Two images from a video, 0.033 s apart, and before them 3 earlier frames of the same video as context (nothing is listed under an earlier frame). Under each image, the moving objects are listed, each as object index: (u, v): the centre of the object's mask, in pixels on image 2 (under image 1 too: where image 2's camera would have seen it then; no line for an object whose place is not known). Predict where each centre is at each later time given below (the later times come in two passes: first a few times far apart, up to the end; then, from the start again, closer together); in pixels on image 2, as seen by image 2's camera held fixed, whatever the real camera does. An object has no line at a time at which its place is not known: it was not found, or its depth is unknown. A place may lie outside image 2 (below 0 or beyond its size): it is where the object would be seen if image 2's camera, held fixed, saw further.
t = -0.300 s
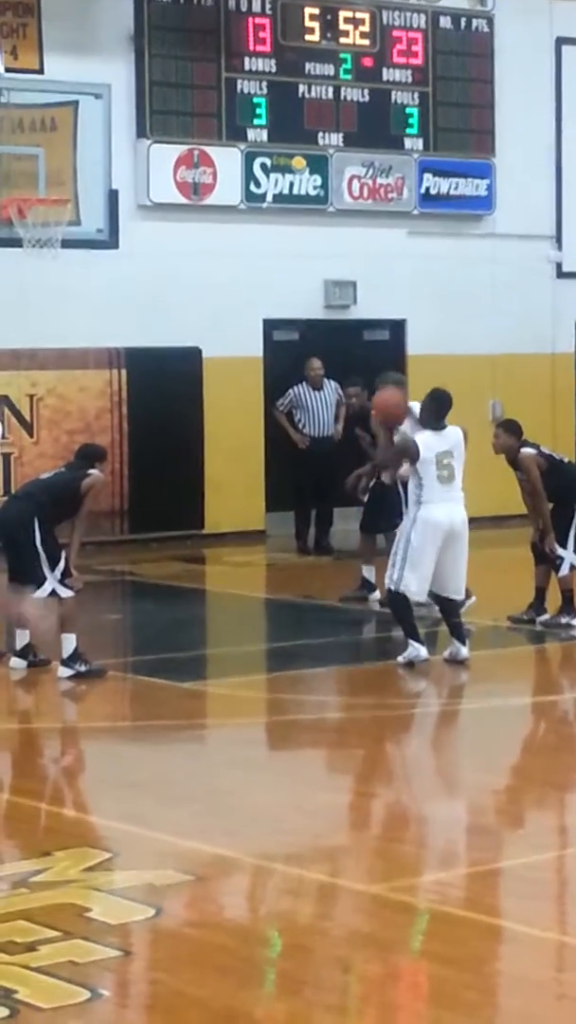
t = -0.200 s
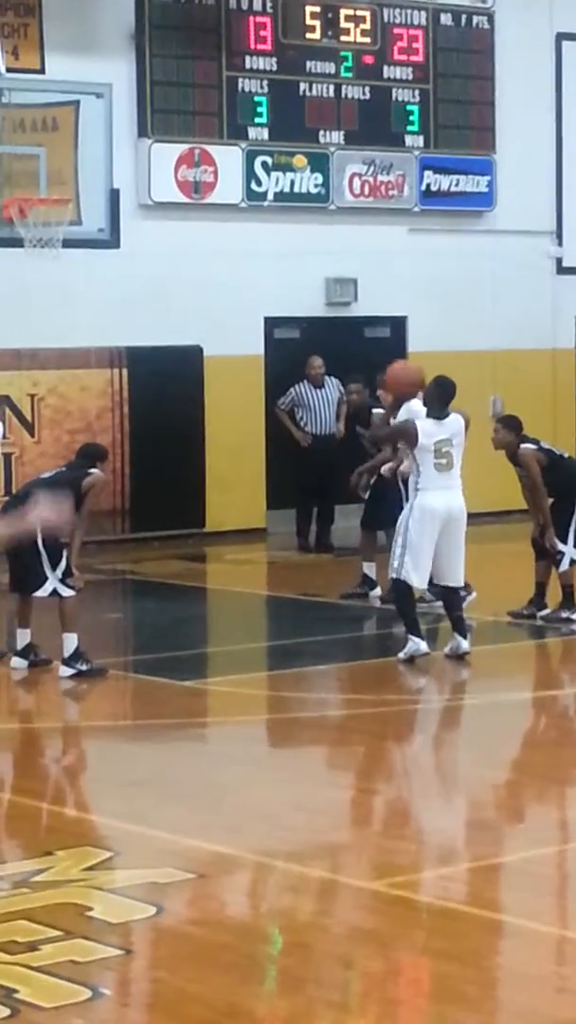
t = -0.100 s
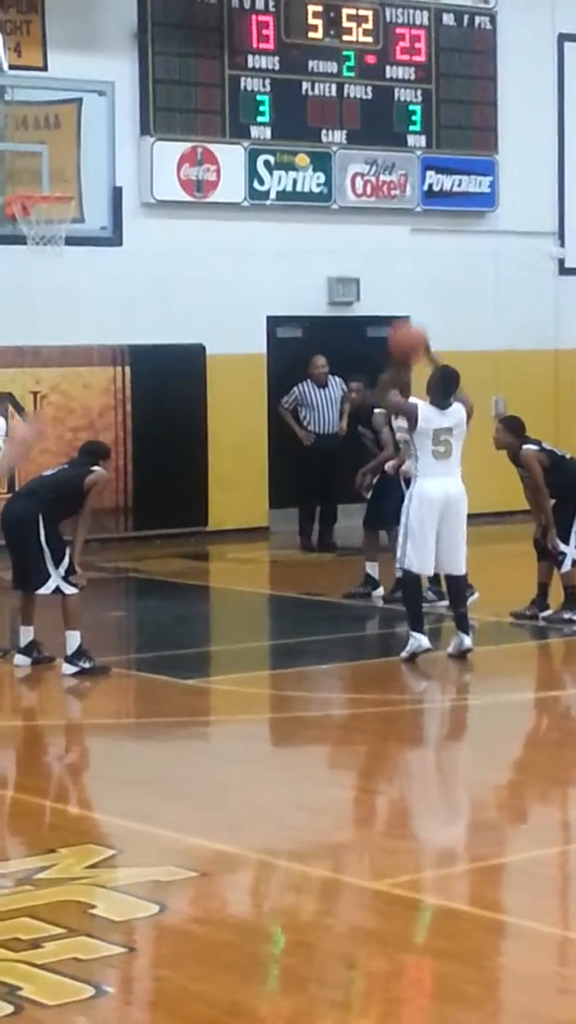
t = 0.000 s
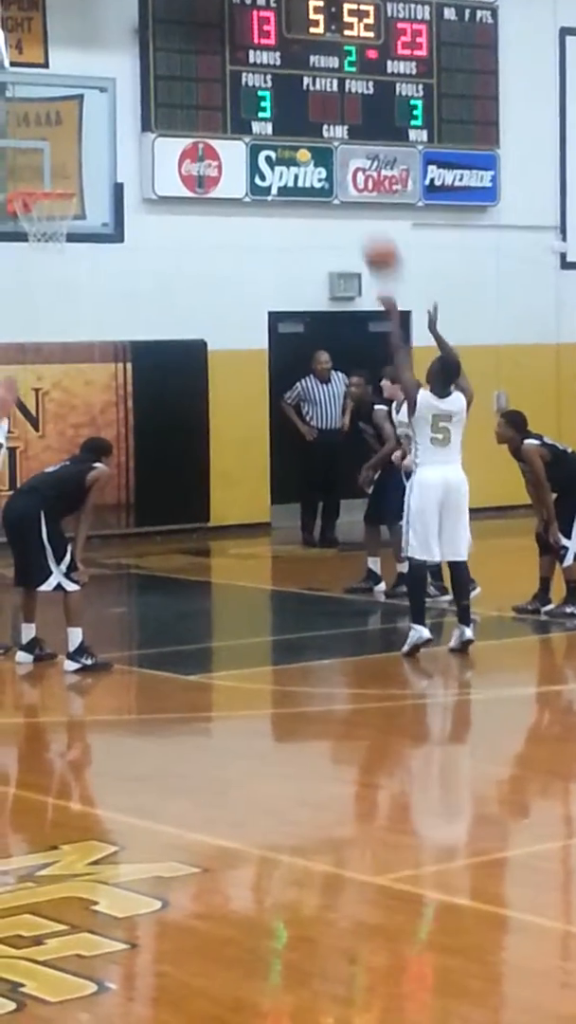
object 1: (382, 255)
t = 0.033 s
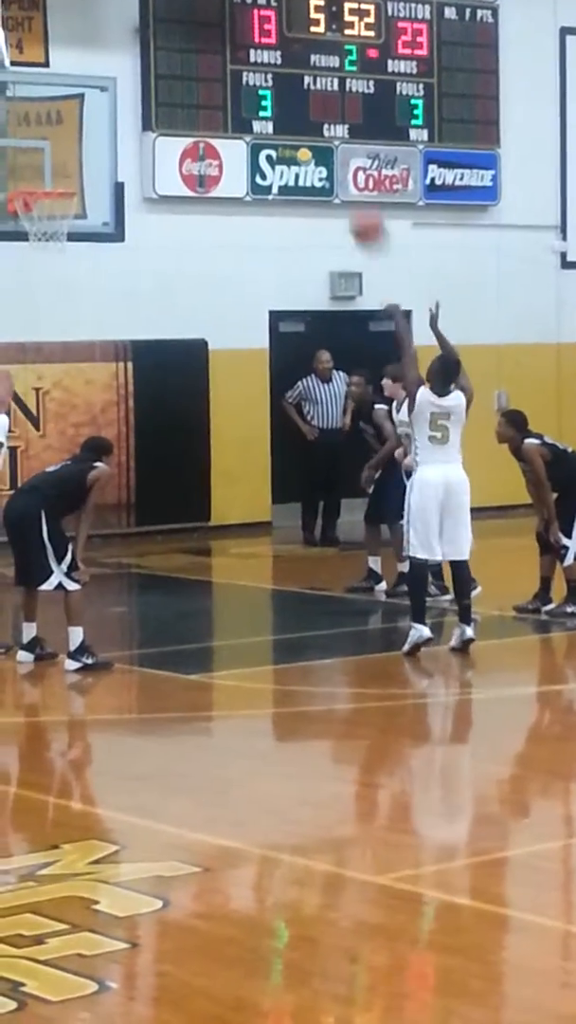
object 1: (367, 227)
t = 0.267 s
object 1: (273, 94)
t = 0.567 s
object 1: (167, 52)
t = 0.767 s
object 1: (101, 94)
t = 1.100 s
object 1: (29, 236)
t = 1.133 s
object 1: (29, 241)
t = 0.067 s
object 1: (353, 206)
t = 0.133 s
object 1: (325, 161)
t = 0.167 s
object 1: (312, 140)
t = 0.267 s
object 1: (273, 94)
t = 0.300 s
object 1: (261, 83)
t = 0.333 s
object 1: (246, 80)
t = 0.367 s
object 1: (231, 69)
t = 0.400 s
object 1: (221, 60)
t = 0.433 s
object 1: (212, 57)
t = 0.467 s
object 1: (198, 58)
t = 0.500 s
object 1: (185, 55)
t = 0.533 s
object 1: (178, 53)
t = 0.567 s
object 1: (167, 52)
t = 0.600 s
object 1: (157, 53)
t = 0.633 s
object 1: (146, 58)
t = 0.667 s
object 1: (136, 67)
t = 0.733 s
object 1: (113, 91)
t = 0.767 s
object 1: (101, 94)
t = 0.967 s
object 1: (48, 179)
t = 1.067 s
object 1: (29, 229)
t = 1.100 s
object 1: (29, 236)
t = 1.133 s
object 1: (29, 241)
